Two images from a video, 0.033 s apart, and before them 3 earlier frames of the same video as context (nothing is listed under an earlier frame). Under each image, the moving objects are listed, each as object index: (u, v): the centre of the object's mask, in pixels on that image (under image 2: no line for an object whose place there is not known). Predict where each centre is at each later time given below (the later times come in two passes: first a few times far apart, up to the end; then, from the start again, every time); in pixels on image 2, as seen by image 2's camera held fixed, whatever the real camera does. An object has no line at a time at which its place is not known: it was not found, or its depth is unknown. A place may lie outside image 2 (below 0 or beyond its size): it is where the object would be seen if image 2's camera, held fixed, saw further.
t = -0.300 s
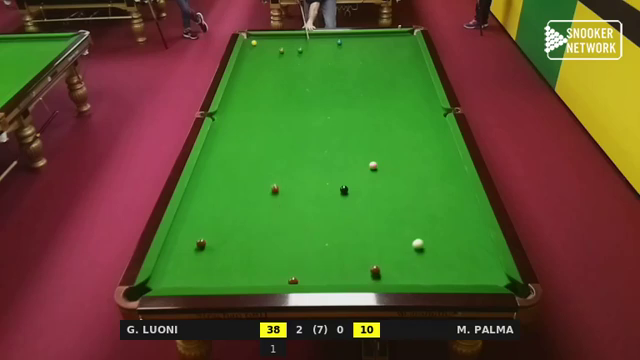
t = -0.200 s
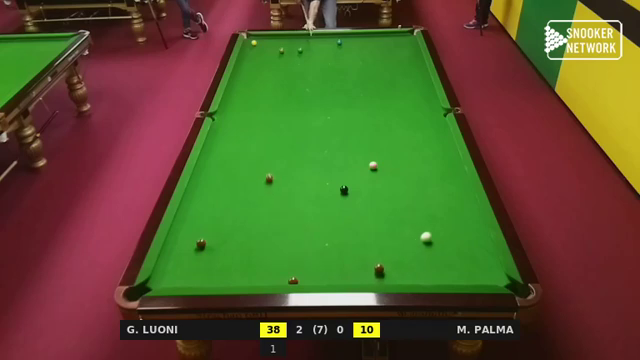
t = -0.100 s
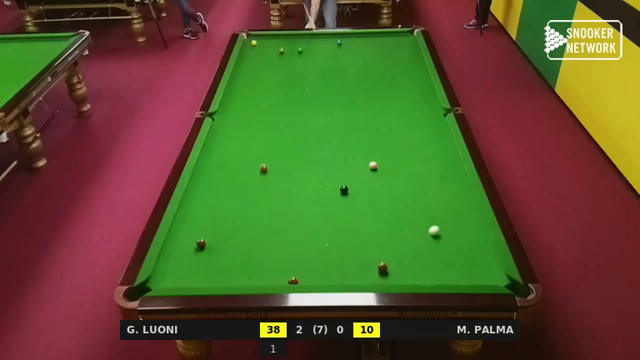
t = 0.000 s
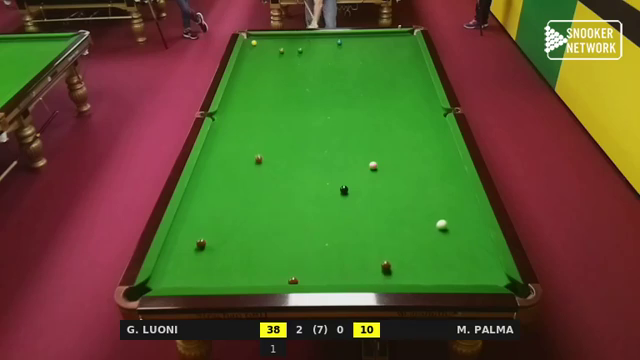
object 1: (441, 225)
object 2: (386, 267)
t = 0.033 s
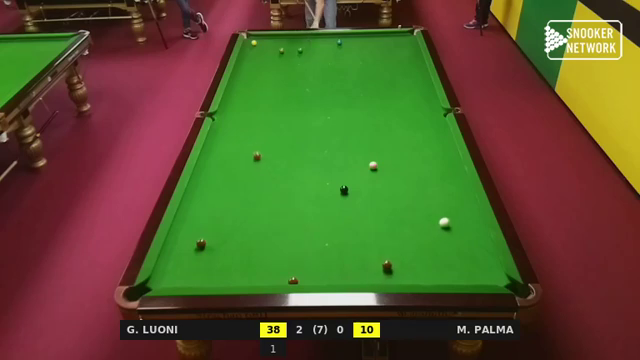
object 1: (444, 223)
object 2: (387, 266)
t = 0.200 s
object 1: (456, 213)
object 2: (392, 264)
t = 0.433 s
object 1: (472, 201)
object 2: (398, 261)
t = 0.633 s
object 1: (459, 192)
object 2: (403, 260)
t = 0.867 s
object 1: (443, 184)
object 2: (408, 257)
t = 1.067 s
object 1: (432, 177)
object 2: (411, 256)
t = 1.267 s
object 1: (421, 170)
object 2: (414, 255)
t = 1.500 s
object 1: (409, 164)
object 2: (416, 255)
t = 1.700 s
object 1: (400, 158)
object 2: (417, 255)
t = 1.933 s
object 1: (390, 153)
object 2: (418, 255)
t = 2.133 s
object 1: (383, 148)
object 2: (418, 255)
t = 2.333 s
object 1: (376, 144)
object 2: (418, 255)
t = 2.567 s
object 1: (368, 140)
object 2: (418, 255)
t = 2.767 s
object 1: (363, 136)
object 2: (418, 255)
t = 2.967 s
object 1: (357, 133)
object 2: (418, 255)
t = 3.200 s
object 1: (352, 130)
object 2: (418, 255)
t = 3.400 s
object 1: (347, 127)
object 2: (418, 255)
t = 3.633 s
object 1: (343, 125)
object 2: (418, 255)
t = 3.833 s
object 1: (339, 123)
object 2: (418, 254)
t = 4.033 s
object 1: (336, 121)
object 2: (418, 255)
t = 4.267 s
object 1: (332, 119)
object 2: (418, 255)
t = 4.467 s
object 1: (330, 118)
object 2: (418, 255)
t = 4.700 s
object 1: (327, 117)
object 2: (418, 254)
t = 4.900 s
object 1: (325, 116)
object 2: (418, 254)
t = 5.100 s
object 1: (324, 115)
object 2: (418, 254)
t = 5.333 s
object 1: (323, 115)
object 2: (418, 254)
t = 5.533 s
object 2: (418, 254)
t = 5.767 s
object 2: (418, 254)
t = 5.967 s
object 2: (418, 254)
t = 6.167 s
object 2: (418, 254)
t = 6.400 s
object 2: (418, 254)
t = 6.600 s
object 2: (418, 254)
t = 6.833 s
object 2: (418, 254)
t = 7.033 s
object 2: (418, 254)
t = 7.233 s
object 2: (418, 254)
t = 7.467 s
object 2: (418, 254)
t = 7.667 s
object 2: (418, 254)
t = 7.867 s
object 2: (418, 254)
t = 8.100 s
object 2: (418, 254)
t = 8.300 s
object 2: (418, 254)
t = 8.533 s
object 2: (418, 254)
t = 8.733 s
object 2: (418, 254)
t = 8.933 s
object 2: (418, 254)
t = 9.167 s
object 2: (418, 254)
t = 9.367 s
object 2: (418, 254)
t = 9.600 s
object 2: (418, 254)
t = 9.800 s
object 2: (418, 254)
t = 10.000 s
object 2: (418, 254)
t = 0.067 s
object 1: (447, 221)
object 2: (388, 265)
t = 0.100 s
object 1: (449, 219)
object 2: (389, 265)
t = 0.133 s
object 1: (451, 217)
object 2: (390, 265)
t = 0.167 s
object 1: (454, 215)
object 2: (391, 264)
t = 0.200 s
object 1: (456, 213)
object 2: (392, 264)
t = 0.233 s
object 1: (459, 211)
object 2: (393, 264)
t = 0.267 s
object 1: (461, 209)
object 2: (394, 263)
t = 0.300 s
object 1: (463, 208)
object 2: (395, 263)
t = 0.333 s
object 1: (465, 206)
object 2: (395, 262)
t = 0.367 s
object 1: (468, 204)
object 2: (397, 262)
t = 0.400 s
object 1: (470, 202)
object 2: (398, 262)
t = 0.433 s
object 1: (472, 201)
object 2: (398, 261)
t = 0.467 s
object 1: (471, 199)
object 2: (399, 261)
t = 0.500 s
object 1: (468, 198)
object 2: (400, 261)
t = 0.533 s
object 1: (465, 196)
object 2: (401, 260)
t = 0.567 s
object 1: (463, 195)
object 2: (402, 260)
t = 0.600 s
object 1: (461, 194)
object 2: (402, 260)
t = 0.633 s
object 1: (459, 192)
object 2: (403, 260)
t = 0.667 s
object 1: (456, 191)
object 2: (404, 259)
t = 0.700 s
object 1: (454, 190)
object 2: (404, 259)
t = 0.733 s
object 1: (452, 189)
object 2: (405, 258)
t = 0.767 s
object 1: (450, 187)
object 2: (406, 258)
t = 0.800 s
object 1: (448, 186)
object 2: (407, 258)
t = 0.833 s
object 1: (445, 185)
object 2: (407, 258)
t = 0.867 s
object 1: (443, 184)
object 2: (408, 257)
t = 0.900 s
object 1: (441, 182)
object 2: (408, 257)
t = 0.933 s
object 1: (439, 181)
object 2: (409, 257)
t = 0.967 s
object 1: (437, 180)
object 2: (409, 257)
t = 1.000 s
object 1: (435, 179)
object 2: (410, 257)
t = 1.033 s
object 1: (433, 178)
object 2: (411, 256)
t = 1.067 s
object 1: (432, 177)
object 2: (411, 256)
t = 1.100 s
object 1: (430, 176)
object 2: (412, 256)
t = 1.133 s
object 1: (428, 175)
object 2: (412, 256)
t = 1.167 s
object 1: (426, 174)
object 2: (412, 256)
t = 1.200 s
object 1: (424, 173)
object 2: (413, 256)
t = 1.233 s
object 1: (422, 172)
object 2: (413, 255)
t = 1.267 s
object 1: (421, 170)
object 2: (414, 255)
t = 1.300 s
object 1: (419, 170)
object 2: (414, 255)
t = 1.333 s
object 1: (417, 169)
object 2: (414, 255)
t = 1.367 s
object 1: (415, 168)
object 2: (415, 255)
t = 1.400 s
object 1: (414, 167)
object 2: (415, 255)
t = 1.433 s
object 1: (412, 166)
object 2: (415, 255)
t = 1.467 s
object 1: (410, 165)
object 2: (416, 255)
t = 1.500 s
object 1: (409, 164)
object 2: (416, 255)
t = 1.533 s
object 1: (407, 163)
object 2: (416, 254)
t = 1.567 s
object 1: (406, 162)
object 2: (416, 255)
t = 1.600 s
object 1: (404, 161)
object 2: (417, 255)
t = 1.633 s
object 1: (403, 160)
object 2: (417, 254)
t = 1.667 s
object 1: (401, 159)
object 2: (417, 254)
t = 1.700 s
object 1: (400, 158)
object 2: (417, 255)
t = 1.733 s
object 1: (398, 158)
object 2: (417, 255)
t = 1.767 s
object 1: (397, 157)
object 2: (417, 254)
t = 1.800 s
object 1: (396, 156)
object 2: (417, 255)
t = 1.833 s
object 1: (394, 155)
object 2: (417, 255)
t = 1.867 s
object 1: (393, 154)
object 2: (418, 255)
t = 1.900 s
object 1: (392, 153)
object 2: (418, 255)
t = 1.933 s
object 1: (390, 153)
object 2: (418, 255)
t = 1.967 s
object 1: (389, 152)
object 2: (418, 255)
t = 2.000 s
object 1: (388, 151)
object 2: (418, 255)
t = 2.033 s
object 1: (387, 150)
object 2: (418, 255)
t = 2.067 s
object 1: (385, 150)
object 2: (418, 255)
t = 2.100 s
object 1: (384, 149)
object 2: (418, 255)
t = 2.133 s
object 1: (383, 148)
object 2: (418, 255)
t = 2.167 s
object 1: (382, 147)
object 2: (418, 255)
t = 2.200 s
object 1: (380, 147)
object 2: (418, 255)
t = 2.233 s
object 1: (380, 146)
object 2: (418, 255)
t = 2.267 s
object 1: (378, 145)
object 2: (418, 255)
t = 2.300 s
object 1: (377, 145)
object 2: (418, 255)
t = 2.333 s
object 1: (376, 144)
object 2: (418, 255)
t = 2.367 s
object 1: (375, 144)
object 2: (418, 255)
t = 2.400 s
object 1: (374, 143)
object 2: (418, 255)
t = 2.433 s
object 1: (373, 142)
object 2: (418, 255)
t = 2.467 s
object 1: (372, 142)
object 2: (418, 255)
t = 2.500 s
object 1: (371, 141)
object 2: (418, 255)
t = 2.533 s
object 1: (370, 140)
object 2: (418, 255)
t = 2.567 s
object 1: (368, 140)
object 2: (418, 255)
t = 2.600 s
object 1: (367, 139)
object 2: (418, 255)
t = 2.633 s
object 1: (367, 139)
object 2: (418, 255)
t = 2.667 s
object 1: (365, 138)
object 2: (418, 255)
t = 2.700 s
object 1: (365, 138)
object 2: (418, 255)
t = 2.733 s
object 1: (364, 137)
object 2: (418, 255)
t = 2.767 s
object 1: (363, 136)
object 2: (418, 255)
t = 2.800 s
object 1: (362, 136)
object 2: (418, 255)
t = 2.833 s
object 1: (361, 135)
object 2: (418, 255)
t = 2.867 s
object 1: (360, 135)
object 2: (418, 255)
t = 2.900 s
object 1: (359, 134)
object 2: (418, 255)
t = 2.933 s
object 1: (358, 134)
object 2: (418, 255)
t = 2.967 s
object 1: (357, 133)
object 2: (418, 255)
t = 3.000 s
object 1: (357, 133)
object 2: (418, 255)
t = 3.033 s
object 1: (356, 132)
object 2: (418, 255)
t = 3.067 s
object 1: (355, 132)
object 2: (418, 255)
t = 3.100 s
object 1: (354, 131)
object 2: (418, 255)
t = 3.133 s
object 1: (353, 131)
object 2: (418, 255)
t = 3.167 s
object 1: (352, 130)
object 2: (418, 255)
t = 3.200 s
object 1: (352, 130)
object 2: (418, 255)
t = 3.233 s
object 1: (351, 129)
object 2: (418, 255)
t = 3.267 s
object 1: (350, 129)
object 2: (418, 255)
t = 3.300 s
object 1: (349, 129)
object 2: (418, 255)
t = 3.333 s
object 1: (349, 128)
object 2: (418, 255)
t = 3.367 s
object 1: (348, 128)
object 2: (418, 255)
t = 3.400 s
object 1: (347, 127)
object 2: (418, 255)
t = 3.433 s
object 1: (347, 127)
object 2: (418, 255)
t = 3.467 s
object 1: (346, 127)
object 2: (418, 255)
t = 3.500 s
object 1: (345, 126)
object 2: (418, 255)
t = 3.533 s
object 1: (345, 126)
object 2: (418, 254)
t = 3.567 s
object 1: (344, 125)
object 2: (418, 255)
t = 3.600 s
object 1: (343, 125)
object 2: (418, 255)
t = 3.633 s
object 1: (343, 125)
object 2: (418, 255)
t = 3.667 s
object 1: (342, 124)
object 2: (418, 255)
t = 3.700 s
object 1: (341, 124)
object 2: (418, 254)
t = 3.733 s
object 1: (341, 124)
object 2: (418, 255)
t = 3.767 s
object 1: (340, 124)
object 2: (418, 254)
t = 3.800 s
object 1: (340, 123)
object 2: (418, 254)
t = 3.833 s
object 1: (339, 123)
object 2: (418, 254)
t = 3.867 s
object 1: (339, 123)
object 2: (418, 254)
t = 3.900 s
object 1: (338, 122)
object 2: (418, 254)
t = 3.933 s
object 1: (337, 122)
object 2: (418, 254)
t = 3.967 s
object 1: (337, 122)
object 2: (418, 254)
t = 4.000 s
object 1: (336, 121)
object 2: (418, 254)
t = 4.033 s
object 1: (336, 121)
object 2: (418, 255)
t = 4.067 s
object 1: (335, 121)
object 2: (418, 254)
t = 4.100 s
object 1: (335, 121)
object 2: (418, 254)
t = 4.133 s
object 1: (334, 120)
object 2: (418, 254)
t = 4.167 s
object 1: (334, 120)
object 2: (418, 254)
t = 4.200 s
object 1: (333, 120)
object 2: (418, 254)
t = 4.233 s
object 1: (333, 119)
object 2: (418, 254)
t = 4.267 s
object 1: (332, 119)
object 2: (418, 255)
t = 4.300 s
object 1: (332, 119)
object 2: (418, 255)
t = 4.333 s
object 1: (331, 119)
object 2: (418, 255)
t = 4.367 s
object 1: (331, 119)
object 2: (418, 255)
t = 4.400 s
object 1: (331, 119)
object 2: (418, 255)
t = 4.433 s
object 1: (330, 118)
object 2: (418, 255)
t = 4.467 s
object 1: (330, 118)
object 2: (418, 255)
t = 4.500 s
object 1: (329, 118)
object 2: (418, 254)
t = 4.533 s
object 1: (329, 118)
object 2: (418, 254)
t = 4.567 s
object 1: (329, 118)
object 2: (418, 254)
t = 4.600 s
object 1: (328, 117)
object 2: (418, 254)
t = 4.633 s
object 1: (328, 117)
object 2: (418, 254)
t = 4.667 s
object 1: (328, 117)
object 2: (418, 254)
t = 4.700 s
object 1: (327, 117)
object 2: (418, 254)
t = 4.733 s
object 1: (327, 117)
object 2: (418, 254)
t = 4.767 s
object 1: (327, 117)
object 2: (418, 254)
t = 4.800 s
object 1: (326, 116)
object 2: (418, 254)
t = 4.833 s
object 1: (326, 117)
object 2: (418, 254)
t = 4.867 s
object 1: (326, 116)
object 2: (418, 254)
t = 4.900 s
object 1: (325, 116)
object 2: (418, 254)
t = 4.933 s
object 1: (325, 116)
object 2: (418, 254)
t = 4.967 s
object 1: (325, 116)
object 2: (418, 254)
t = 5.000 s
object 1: (325, 116)
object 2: (418, 254)
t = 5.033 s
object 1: (324, 116)
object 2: (418, 254)
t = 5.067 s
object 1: (324, 116)
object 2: (418, 254)
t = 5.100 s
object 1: (324, 115)
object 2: (418, 254)
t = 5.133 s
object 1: (324, 115)
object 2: (418, 254)
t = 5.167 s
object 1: (323, 115)
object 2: (418, 254)
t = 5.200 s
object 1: (323, 115)
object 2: (418, 254)
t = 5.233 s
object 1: (323, 115)
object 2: (418, 254)
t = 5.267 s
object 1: (323, 115)
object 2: (418, 254)
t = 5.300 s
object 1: (323, 115)
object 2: (418, 254)
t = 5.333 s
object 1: (323, 115)
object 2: (418, 254)
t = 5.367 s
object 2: (418, 254)
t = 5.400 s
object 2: (418, 254)
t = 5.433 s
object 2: (418, 254)
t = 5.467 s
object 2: (418, 254)
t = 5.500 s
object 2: (418, 254)
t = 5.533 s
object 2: (418, 254)
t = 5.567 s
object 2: (418, 254)
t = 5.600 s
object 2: (418, 254)
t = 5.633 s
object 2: (418, 254)
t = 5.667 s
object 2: (418, 254)
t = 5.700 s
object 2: (418, 254)
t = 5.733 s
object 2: (418, 254)
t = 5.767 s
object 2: (418, 254)
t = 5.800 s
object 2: (418, 254)
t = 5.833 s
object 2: (418, 254)
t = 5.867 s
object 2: (418, 254)
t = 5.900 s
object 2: (418, 254)
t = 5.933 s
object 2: (418, 254)
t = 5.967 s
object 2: (418, 254)
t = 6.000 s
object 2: (418, 254)
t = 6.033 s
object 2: (418, 254)
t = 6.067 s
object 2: (418, 254)
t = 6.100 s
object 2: (418, 254)
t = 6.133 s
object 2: (418, 254)
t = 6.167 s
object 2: (418, 254)
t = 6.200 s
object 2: (418, 254)
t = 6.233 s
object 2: (418, 254)
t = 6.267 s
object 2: (418, 254)
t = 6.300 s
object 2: (418, 254)
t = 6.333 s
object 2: (418, 254)
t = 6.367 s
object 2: (418, 254)
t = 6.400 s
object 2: (418, 254)
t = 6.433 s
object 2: (418, 254)
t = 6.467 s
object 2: (418, 254)
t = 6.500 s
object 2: (418, 254)
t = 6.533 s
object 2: (418, 254)
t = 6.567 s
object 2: (418, 254)
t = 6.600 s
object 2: (418, 254)
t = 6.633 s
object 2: (418, 254)
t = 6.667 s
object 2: (418, 254)
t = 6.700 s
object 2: (418, 254)
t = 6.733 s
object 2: (418, 254)
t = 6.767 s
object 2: (418, 254)
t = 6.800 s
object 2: (418, 254)
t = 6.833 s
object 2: (418, 254)
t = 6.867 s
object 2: (418, 254)
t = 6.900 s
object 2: (418, 254)
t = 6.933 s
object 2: (418, 254)
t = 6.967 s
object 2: (418, 254)
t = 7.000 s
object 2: (418, 254)
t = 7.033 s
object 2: (418, 254)
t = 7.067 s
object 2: (418, 254)
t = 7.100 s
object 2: (418, 254)
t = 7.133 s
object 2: (418, 254)
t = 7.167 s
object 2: (418, 254)
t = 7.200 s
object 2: (418, 254)
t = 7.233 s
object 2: (418, 254)
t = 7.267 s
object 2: (418, 254)
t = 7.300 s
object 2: (418, 254)
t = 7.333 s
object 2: (418, 254)
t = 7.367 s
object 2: (418, 254)
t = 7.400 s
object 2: (418, 254)
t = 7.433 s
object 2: (418, 254)
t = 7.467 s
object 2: (418, 254)
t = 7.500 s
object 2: (418, 254)
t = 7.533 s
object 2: (418, 254)
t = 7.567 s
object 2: (418, 254)
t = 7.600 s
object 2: (418, 254)
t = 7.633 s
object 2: (418, 254)
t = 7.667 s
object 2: (418, 254)
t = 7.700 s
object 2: (418, 254)
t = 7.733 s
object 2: (418, 254)
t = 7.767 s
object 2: (418, 254)
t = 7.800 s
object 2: (418, 254)
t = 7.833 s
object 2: (418, 254)
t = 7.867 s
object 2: (418, 254)
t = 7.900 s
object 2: (418, 254)
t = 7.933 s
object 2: (418, 254)
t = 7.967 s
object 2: (418, 254)
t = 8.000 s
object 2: (418, 254)
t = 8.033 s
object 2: (418, 254)
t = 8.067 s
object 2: (418, 254)
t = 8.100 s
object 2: (418, 254)
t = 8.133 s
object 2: (418, 254)
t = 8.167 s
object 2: (418, 254)
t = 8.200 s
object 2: (418, 254)
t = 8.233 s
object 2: (418, 254)
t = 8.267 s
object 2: (418, 254)
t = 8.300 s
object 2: (418, 254)
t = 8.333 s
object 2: (418, 254)
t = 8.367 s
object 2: (418, 254)
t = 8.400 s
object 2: (418, 254)
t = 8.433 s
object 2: (418, 254)
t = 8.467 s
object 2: (418, 254)
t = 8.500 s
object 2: (418, 254)
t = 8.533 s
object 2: (418, 254)
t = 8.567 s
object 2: (418, 254)
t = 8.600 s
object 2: (418, 254)
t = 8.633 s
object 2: (418, 254)
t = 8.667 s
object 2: (418, 254)
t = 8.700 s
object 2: (418, 254)
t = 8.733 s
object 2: (418, 254)
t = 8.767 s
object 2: (418, 254)
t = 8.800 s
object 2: (418, 254)
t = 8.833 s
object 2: (418, 254)
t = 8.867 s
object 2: (418, 254)
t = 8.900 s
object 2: (418, 254)
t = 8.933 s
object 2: (418, 254)
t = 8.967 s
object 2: (418, 254)
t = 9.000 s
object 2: (418, 254)
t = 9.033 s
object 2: (418, 254)
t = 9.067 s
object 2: (418, 254)
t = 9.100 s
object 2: (418, 254)
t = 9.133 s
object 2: (418, 254)
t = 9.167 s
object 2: (418, 254)
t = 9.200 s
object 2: (418, 254)
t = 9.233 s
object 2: (418, 254)
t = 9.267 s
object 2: (418, 254)
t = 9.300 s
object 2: (418, 254)
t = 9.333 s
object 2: (418, 254)
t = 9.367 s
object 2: (418, 254)
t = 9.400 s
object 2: (418, 254)
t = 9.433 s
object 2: (418, 254)
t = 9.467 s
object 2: (418, 254)
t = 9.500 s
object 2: (418, 254)
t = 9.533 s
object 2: (418, 254)
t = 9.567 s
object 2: (418, 254)
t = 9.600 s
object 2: (418, 254)
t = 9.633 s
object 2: (418, 254)
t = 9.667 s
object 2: (418, 254)
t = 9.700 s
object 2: (418, 254)
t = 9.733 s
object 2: (418, 254)
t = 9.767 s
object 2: (418, 254)
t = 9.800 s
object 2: (418, 254)
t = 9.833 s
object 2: (418, 254)
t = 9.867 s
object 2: (418, 254)
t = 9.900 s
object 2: (418, 254)
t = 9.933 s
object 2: (418, 254)
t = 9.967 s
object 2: (418, 254)
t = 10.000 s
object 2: (418, 254)
